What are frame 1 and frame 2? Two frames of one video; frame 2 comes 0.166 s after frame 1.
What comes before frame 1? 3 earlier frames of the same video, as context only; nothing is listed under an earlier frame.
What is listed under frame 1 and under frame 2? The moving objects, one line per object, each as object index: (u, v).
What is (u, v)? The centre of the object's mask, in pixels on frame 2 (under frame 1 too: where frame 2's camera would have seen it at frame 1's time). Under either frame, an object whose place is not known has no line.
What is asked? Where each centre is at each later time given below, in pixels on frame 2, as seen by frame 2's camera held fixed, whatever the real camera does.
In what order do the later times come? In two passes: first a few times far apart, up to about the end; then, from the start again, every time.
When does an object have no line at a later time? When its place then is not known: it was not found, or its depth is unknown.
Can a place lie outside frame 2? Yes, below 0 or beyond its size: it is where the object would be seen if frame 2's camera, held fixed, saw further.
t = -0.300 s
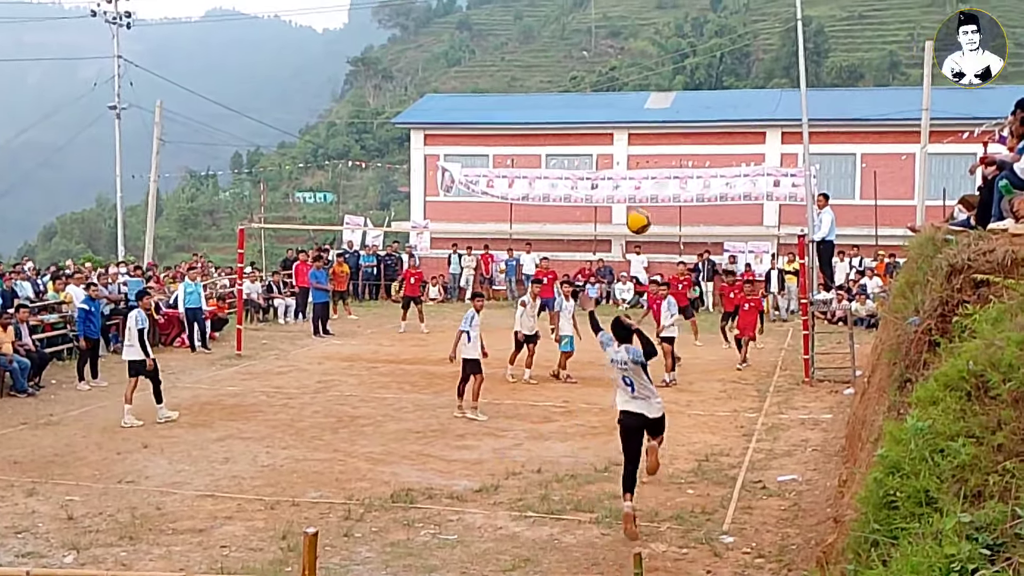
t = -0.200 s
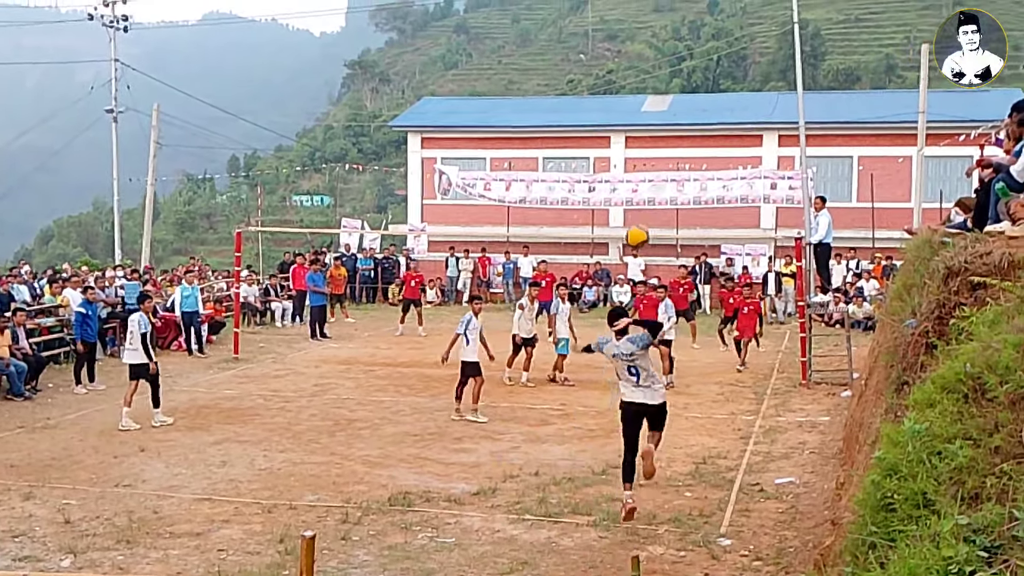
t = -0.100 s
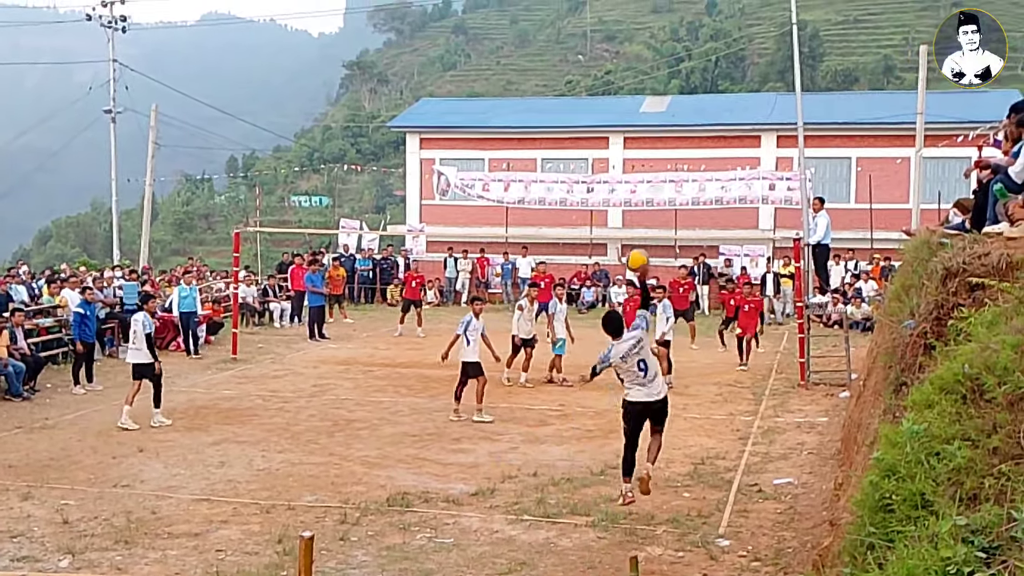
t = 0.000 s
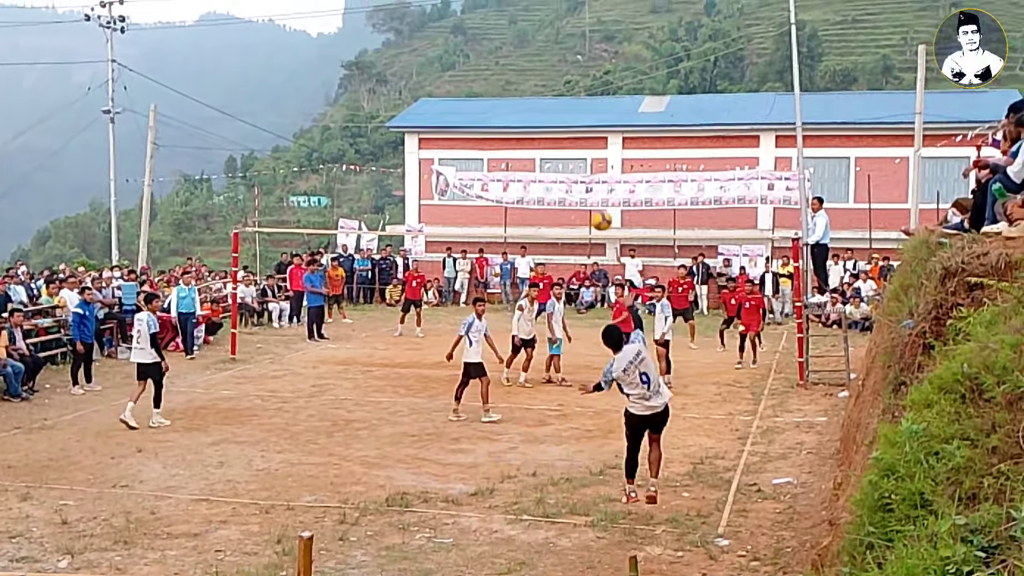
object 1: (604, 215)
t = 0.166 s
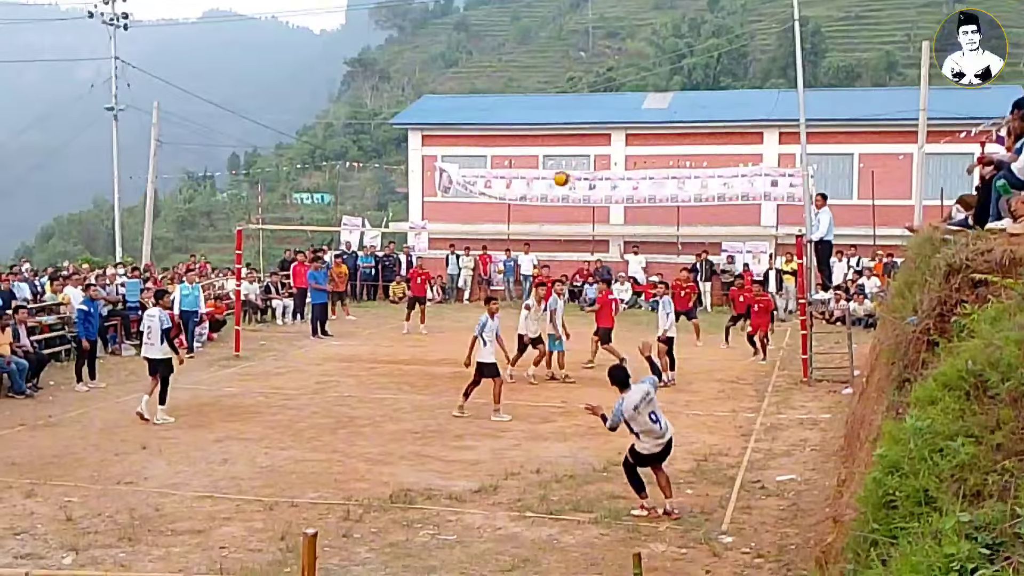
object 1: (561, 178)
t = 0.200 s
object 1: (554, 175)
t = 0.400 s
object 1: (525, 175)
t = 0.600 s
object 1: (501, 203)
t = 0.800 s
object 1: (483, 243)
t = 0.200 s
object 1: (554, 175)
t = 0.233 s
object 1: (550, 172)
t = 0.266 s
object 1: (542, 172)
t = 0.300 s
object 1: (536, 172)
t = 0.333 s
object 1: (531, 173)
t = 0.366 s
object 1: (528, 173)
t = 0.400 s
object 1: (525, 175)
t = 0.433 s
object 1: (519, 179)
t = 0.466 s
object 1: (515, 183)
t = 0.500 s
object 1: (511, 186)
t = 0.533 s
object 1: (508, 190)
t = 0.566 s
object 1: (504, 198)
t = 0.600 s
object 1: (501, 203)
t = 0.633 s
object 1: (498, 209)
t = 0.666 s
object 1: (495, 216)
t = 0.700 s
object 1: (492, 221)
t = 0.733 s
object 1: (489, 226)
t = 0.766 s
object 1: (485, 236)
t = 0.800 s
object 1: (483, 243)
